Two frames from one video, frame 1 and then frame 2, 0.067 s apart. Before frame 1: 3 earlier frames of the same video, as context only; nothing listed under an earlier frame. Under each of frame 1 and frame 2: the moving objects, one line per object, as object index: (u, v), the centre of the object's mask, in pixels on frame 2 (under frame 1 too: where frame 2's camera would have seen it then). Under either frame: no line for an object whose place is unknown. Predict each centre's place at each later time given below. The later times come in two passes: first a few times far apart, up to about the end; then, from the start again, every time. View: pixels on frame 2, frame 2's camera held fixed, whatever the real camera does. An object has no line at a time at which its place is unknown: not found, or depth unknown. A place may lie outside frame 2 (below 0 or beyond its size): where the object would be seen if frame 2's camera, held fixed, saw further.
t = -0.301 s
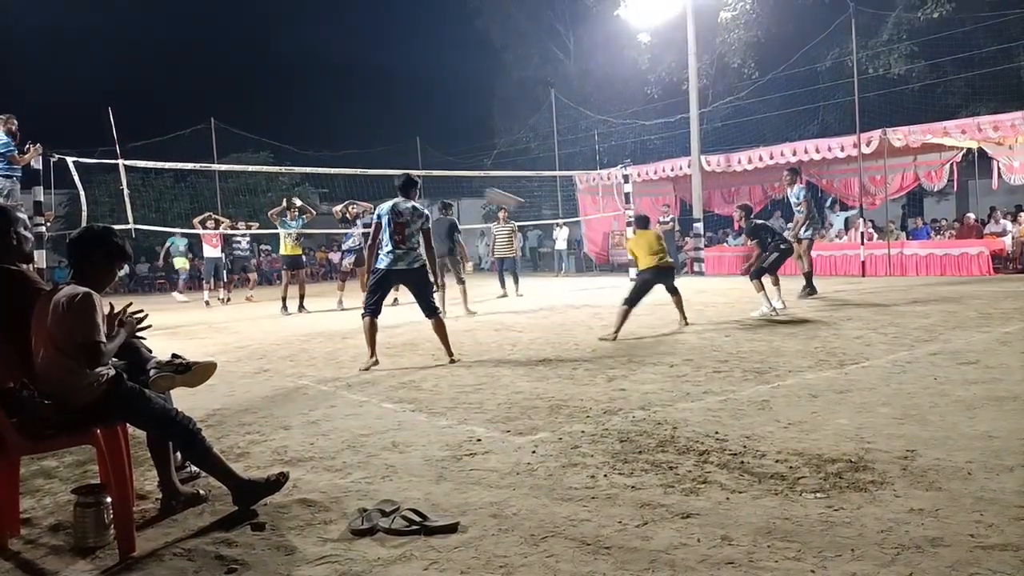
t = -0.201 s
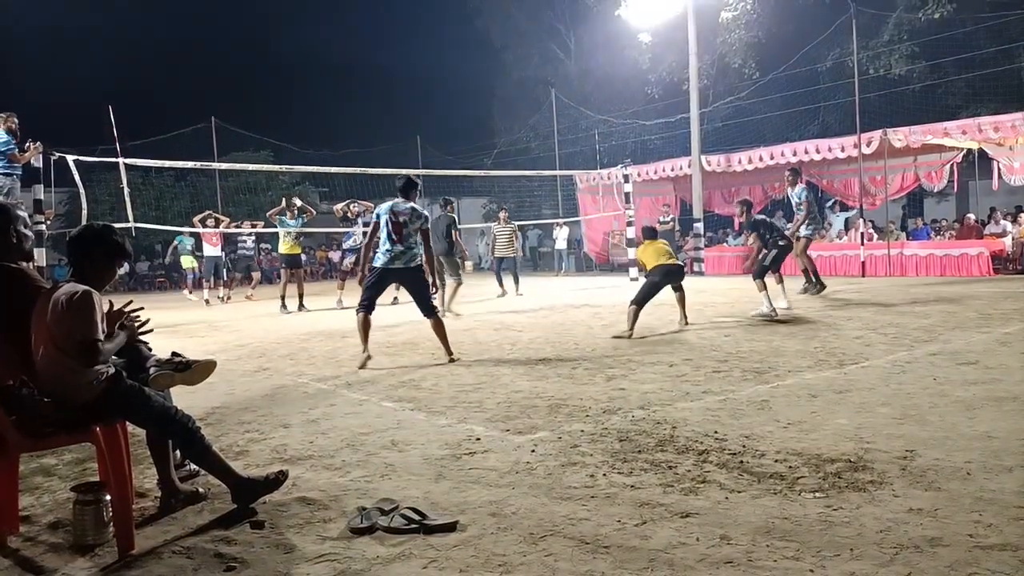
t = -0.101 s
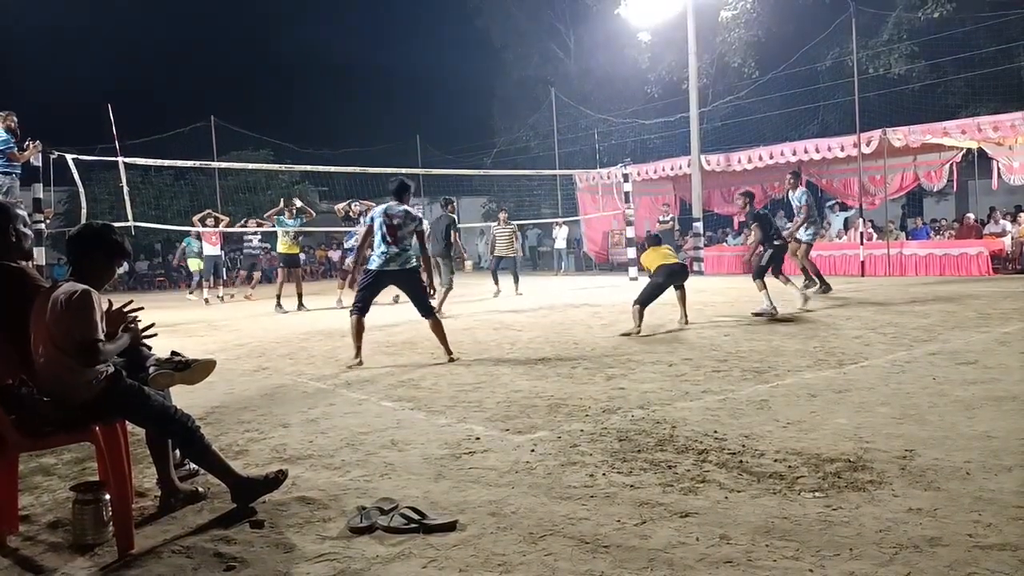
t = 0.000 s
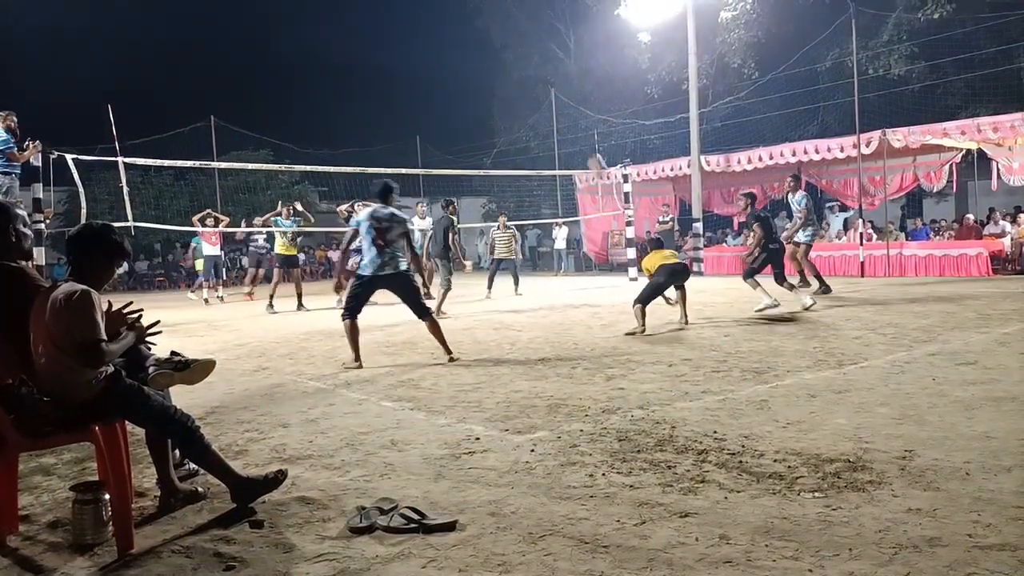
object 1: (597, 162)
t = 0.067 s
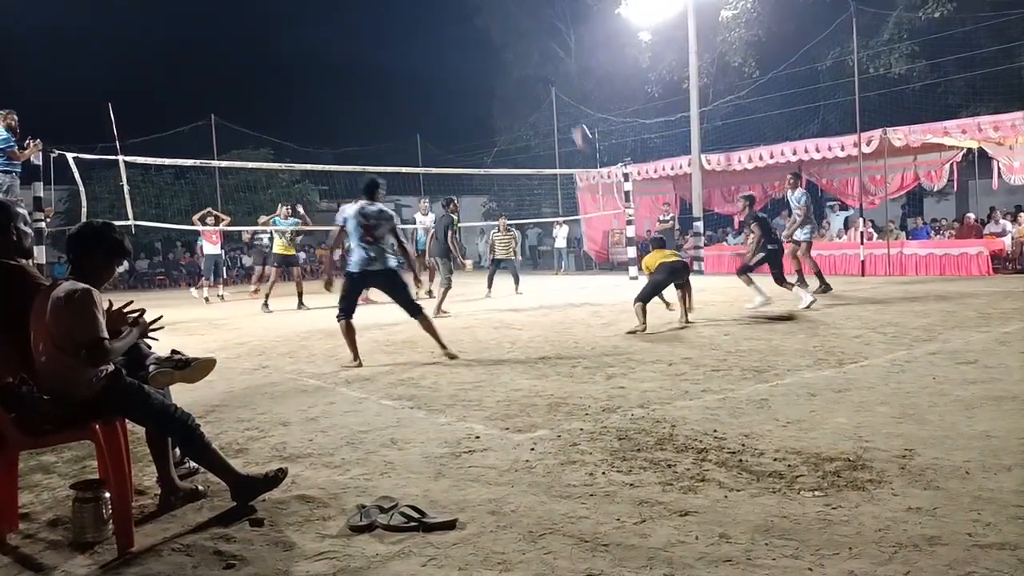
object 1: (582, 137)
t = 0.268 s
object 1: (539, 75)
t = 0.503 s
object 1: (497, 44)
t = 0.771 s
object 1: (460, 56)
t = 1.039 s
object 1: (429, 109)
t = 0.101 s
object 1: (573, 123)
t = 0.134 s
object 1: (565, 110)
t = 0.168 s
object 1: (558, 100)
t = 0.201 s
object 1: (552, 91)
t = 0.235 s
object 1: (545, 83)
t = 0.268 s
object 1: (539, 75)
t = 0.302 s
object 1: (533, 68)
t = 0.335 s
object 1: (526, 62)
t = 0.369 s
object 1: (520, 56)
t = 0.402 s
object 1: (514, 52)
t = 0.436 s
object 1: (508, 49)
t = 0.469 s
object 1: (503, 46)
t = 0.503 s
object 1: (497, 44)
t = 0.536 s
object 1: (492, 43)
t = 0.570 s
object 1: (487, 43)
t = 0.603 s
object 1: (482, 43)
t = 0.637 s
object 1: (477, 45)
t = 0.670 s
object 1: (473, 46)
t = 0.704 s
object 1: (468, 49)
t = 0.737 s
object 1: (464, 52)
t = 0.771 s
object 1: (460, 56)
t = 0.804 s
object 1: (455, 60)
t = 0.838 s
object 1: (451, 66)
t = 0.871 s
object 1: (447, 71)
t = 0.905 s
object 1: (443, 78)
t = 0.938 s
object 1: (439, 85)
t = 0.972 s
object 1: (436, 92)
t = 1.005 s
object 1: (432, 100)
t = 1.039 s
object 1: (429, 109)
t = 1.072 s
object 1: (426, 118)
